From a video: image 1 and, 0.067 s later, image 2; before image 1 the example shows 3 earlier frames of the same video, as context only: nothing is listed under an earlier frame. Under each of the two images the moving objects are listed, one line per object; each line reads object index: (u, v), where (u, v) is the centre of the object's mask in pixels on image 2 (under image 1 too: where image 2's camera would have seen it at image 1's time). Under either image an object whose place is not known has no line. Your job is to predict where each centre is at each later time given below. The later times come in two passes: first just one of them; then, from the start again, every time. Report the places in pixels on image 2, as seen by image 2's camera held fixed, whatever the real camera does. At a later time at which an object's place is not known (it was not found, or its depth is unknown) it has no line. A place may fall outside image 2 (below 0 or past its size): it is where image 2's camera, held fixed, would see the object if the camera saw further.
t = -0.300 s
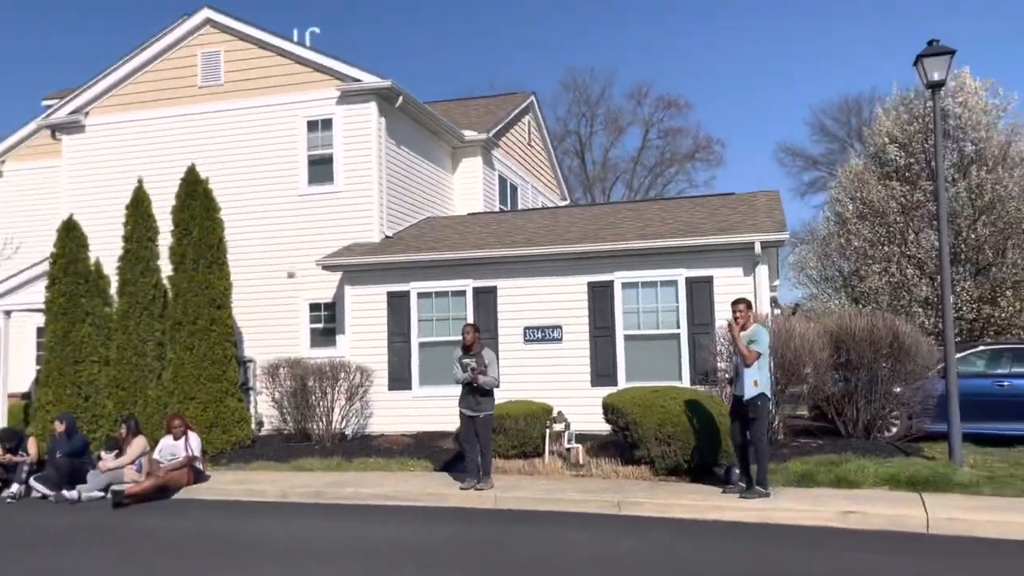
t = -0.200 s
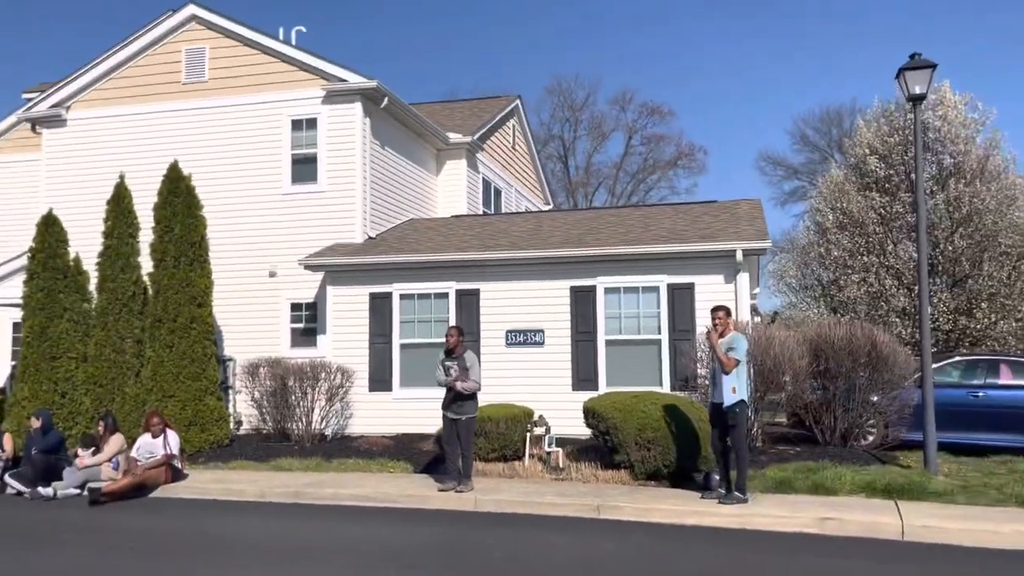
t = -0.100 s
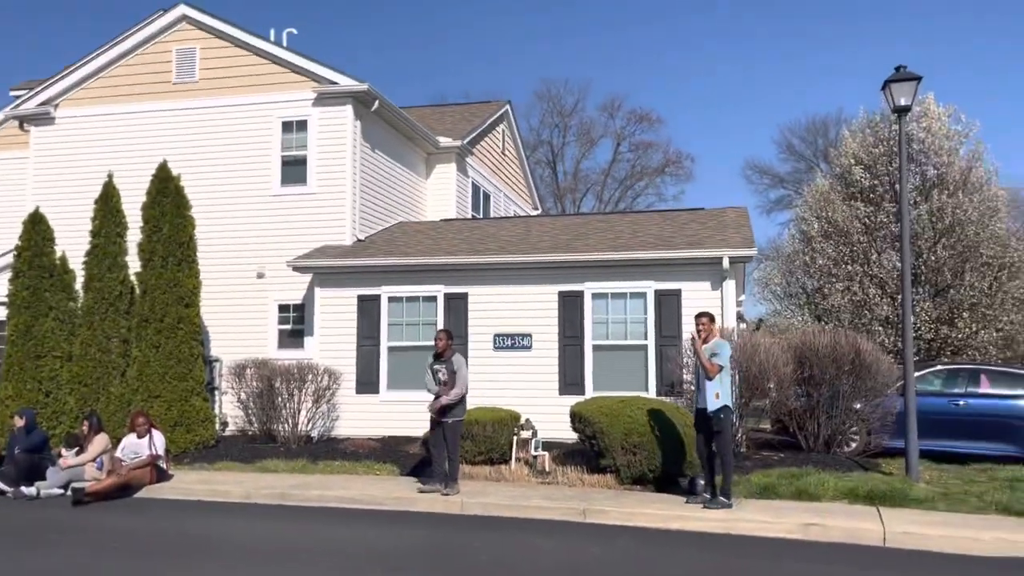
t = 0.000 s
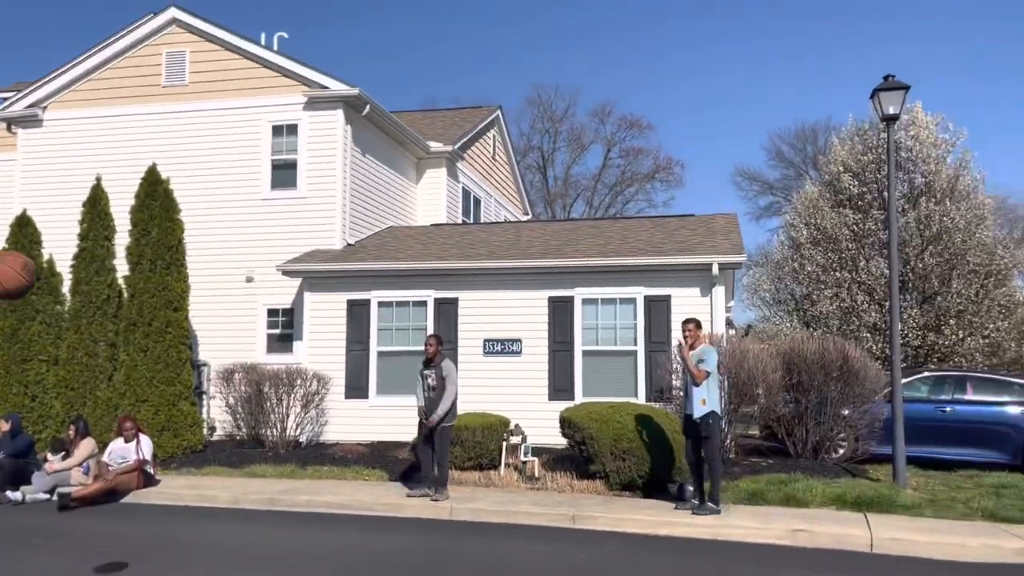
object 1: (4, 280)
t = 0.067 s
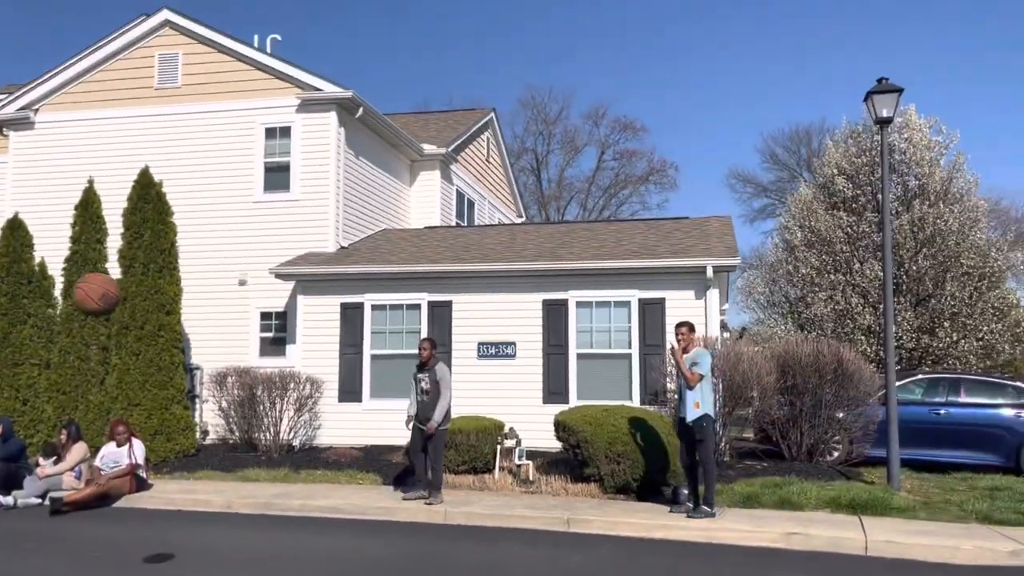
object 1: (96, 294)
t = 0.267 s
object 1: (288, 365)
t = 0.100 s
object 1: (137, 304)
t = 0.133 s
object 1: (174, 315)
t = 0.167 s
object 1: (206, 327)
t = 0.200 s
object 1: (236, 339)
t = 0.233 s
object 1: (263, 351)
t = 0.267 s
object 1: (288, 365)
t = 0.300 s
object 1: (310, 378)
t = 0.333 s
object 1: (331, 392)
